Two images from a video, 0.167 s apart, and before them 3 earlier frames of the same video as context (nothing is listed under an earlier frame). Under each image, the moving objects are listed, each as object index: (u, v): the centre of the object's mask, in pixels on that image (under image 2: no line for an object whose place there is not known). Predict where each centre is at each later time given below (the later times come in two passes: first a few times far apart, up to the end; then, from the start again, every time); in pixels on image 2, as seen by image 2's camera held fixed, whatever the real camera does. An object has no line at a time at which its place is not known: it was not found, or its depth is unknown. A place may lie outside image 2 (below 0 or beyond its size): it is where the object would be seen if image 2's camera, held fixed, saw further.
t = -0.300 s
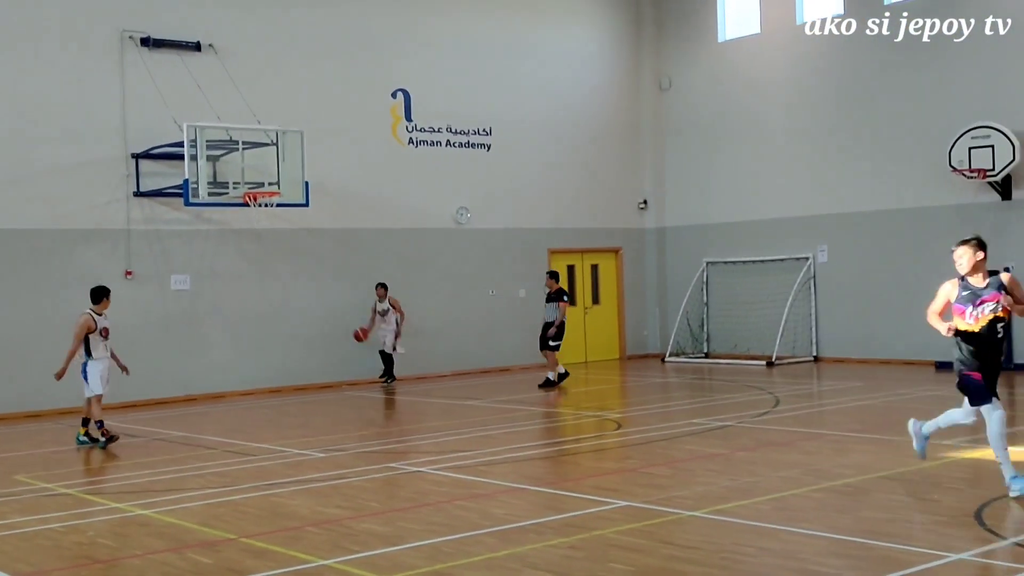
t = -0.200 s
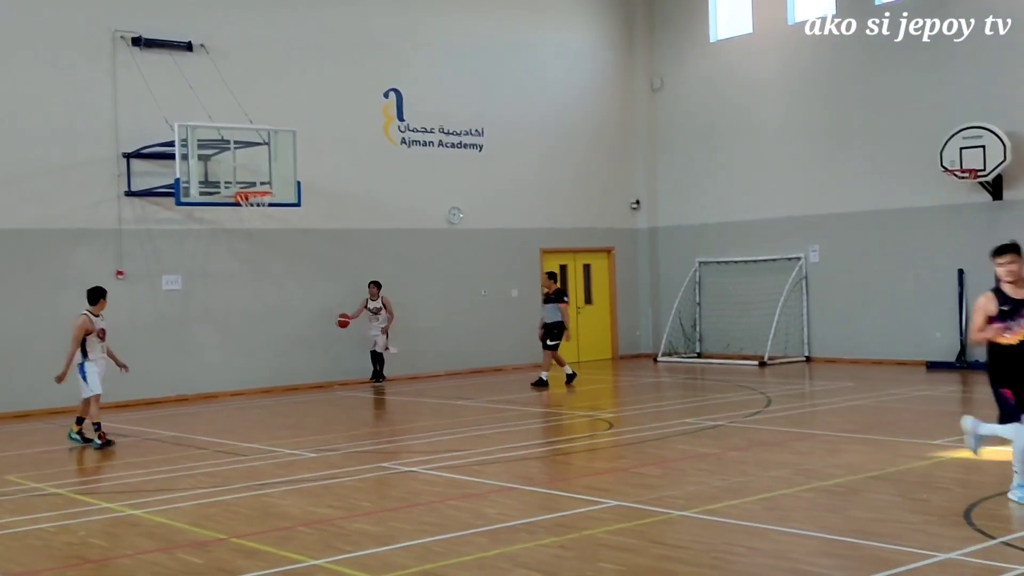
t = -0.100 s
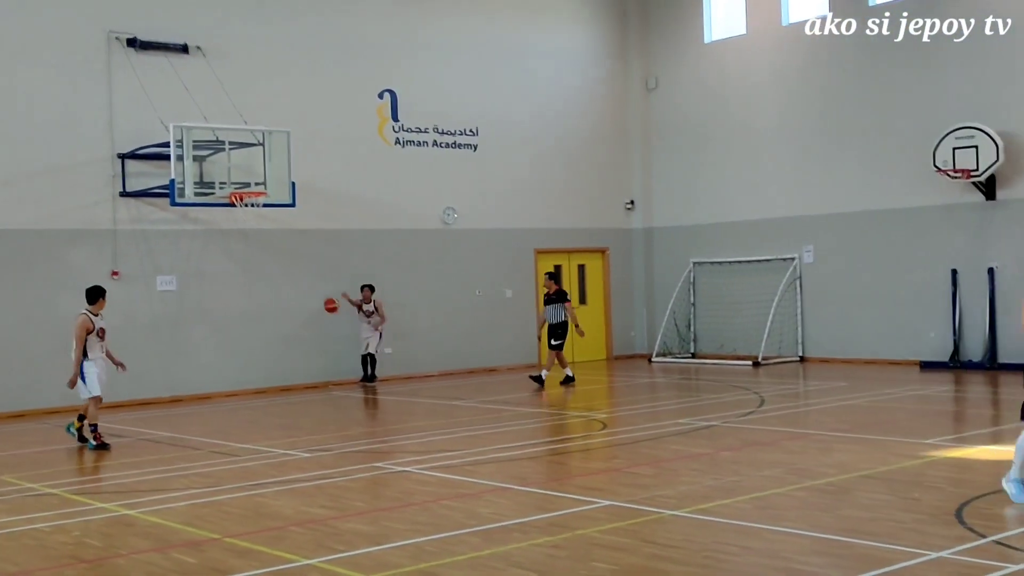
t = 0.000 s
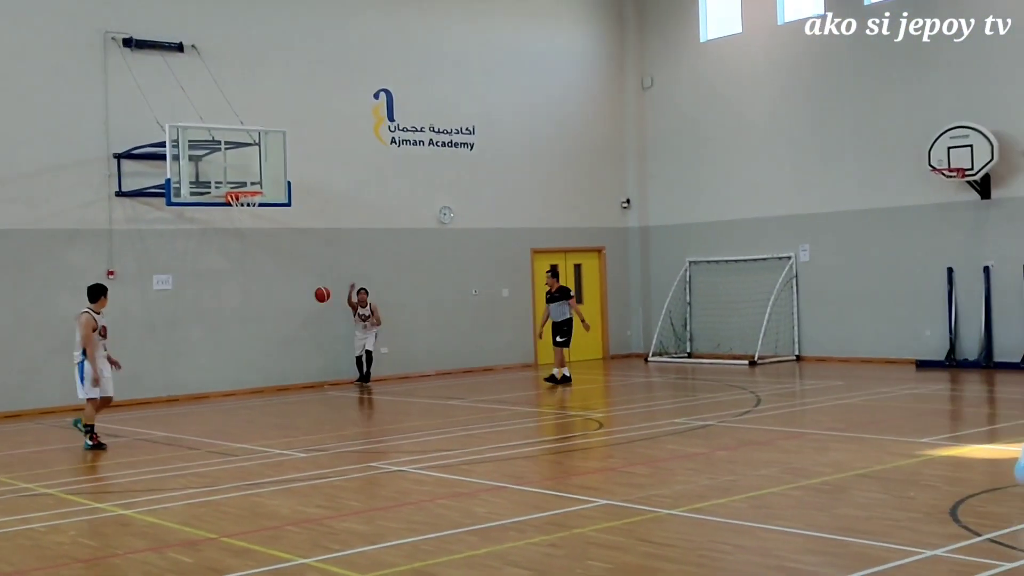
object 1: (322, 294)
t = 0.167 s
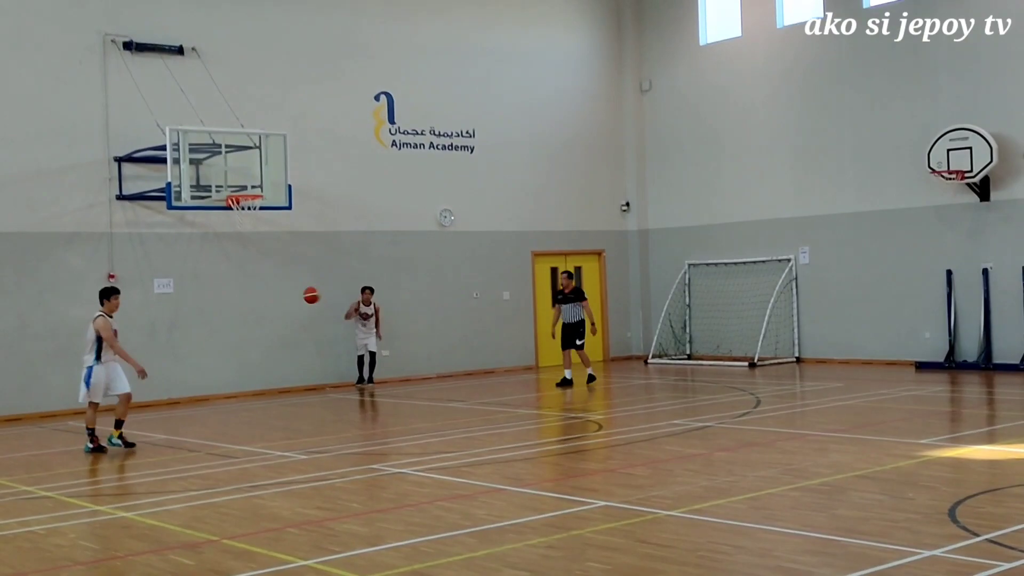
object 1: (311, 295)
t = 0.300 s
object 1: (303, 309)
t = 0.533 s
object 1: (286, 374)
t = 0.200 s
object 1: (309, 297)
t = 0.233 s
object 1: (307, 300)
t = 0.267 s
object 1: (305, 304)
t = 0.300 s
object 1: (303, 309)
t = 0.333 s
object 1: (301, 314)
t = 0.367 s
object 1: (299, 322)
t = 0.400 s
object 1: (296, 331)
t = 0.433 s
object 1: (293, 339)
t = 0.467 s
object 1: (290, 350)
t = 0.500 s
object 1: (288, 361)
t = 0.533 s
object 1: (286, 374)
